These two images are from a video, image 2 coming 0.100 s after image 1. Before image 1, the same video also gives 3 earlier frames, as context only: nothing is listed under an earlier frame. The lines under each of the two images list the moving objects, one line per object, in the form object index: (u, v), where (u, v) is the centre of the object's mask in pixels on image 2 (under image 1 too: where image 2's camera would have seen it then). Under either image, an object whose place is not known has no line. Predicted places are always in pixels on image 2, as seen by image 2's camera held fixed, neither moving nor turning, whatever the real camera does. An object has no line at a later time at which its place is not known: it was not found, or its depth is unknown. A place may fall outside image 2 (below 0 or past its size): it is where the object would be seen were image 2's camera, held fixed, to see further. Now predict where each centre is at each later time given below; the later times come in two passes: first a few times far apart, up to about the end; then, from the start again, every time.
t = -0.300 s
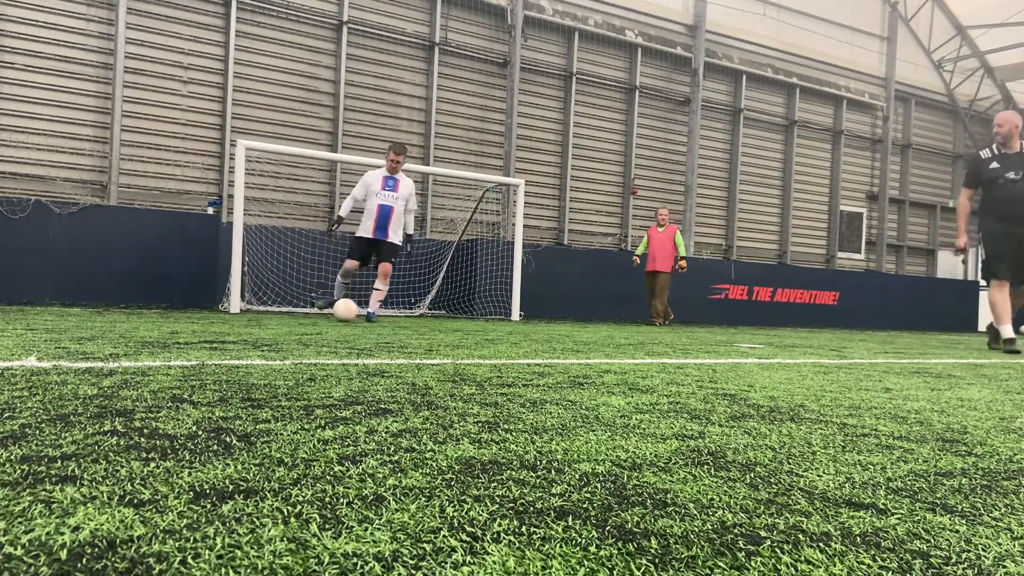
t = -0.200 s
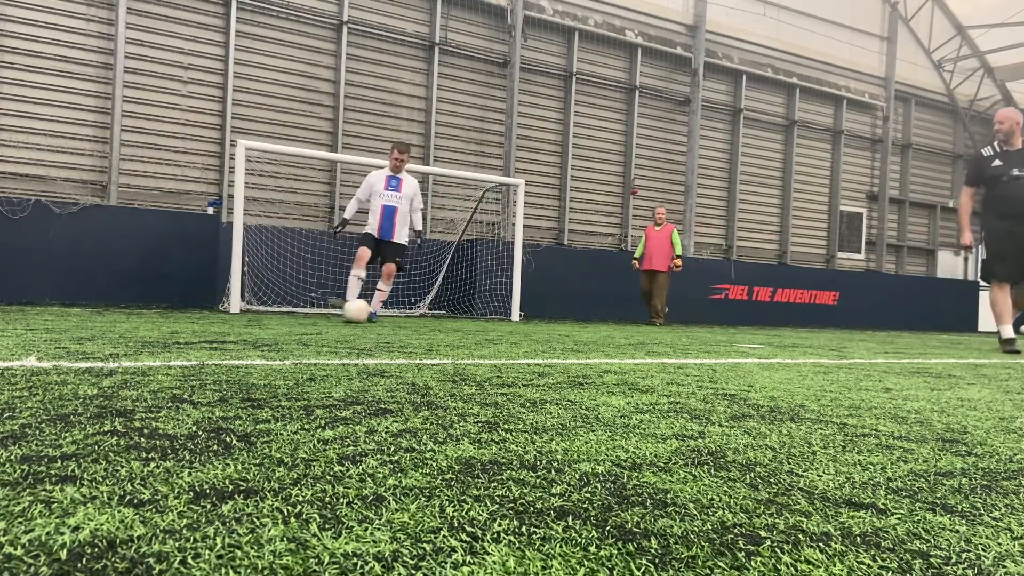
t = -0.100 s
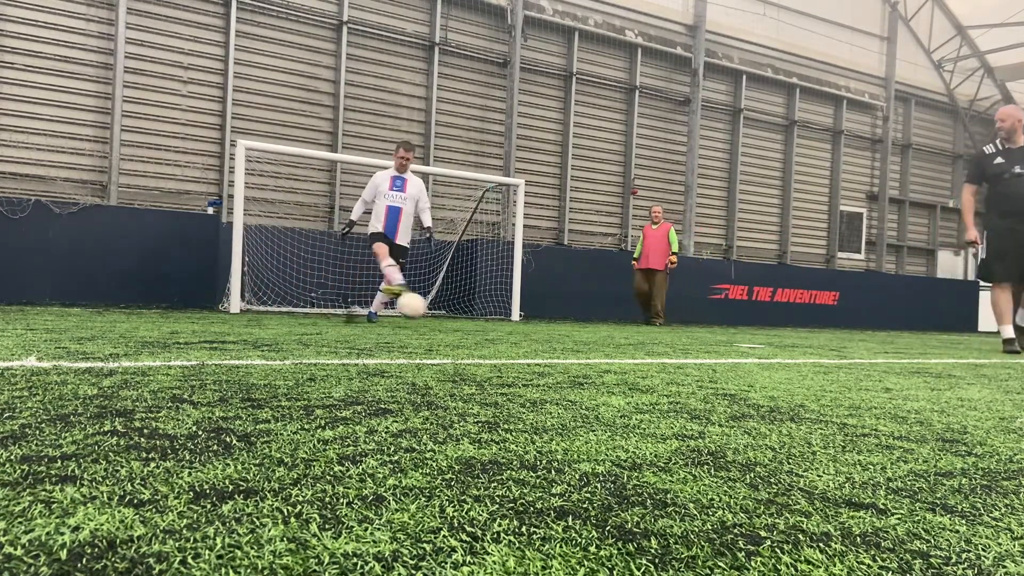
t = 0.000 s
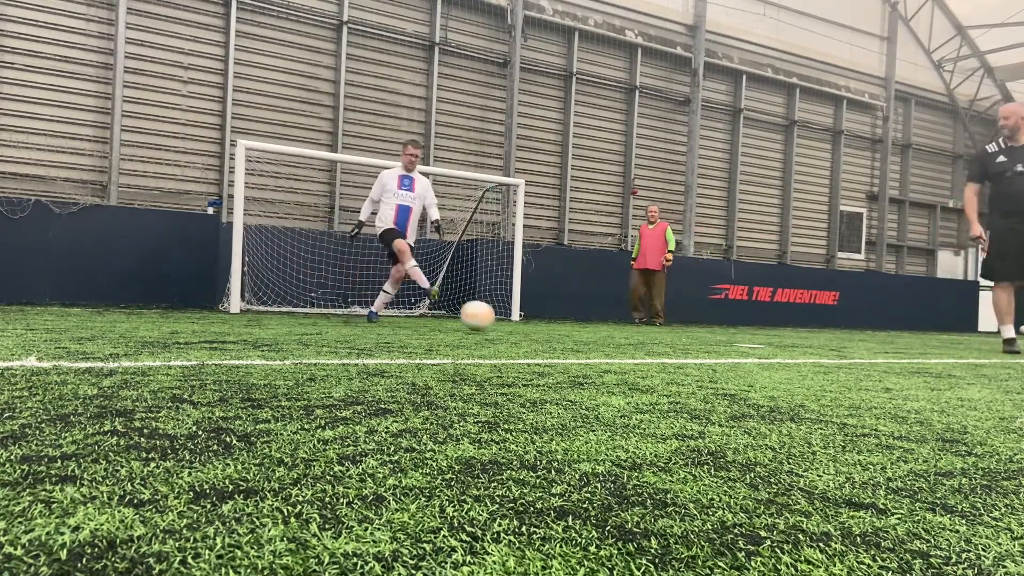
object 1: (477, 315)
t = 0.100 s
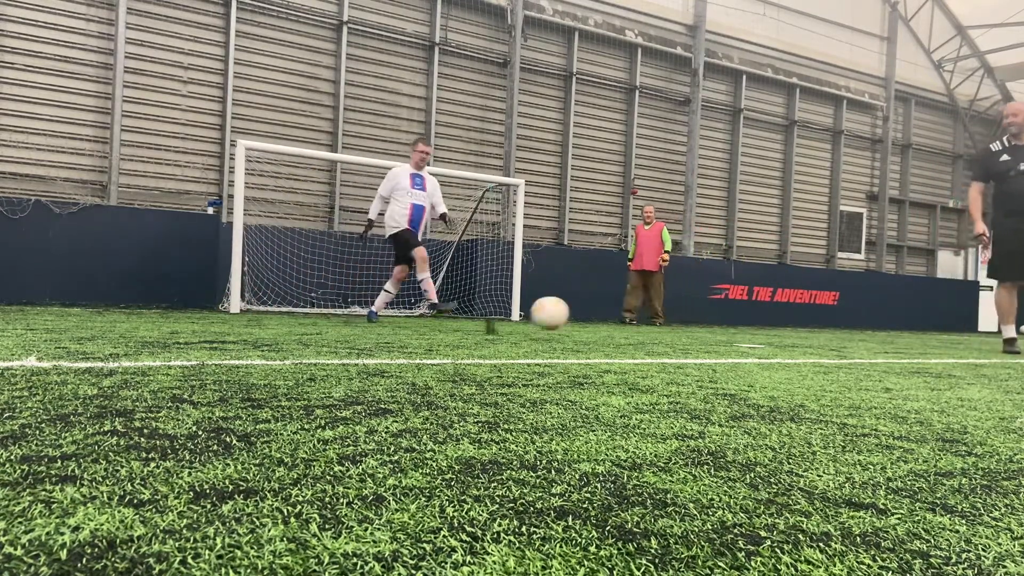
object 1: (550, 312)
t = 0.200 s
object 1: (635, 318)
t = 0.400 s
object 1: (870, 335)
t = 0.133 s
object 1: (576, 312)
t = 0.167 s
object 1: (604, 314)
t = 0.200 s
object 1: (635, 318)
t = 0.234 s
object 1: (668, 323)
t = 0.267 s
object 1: (705, 333)
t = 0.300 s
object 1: (741, 330)
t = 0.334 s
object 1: (781, 328)
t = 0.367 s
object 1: (824, 331)
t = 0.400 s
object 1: (870, 335)
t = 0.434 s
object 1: (921, 343)
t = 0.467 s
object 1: (977, 351)
